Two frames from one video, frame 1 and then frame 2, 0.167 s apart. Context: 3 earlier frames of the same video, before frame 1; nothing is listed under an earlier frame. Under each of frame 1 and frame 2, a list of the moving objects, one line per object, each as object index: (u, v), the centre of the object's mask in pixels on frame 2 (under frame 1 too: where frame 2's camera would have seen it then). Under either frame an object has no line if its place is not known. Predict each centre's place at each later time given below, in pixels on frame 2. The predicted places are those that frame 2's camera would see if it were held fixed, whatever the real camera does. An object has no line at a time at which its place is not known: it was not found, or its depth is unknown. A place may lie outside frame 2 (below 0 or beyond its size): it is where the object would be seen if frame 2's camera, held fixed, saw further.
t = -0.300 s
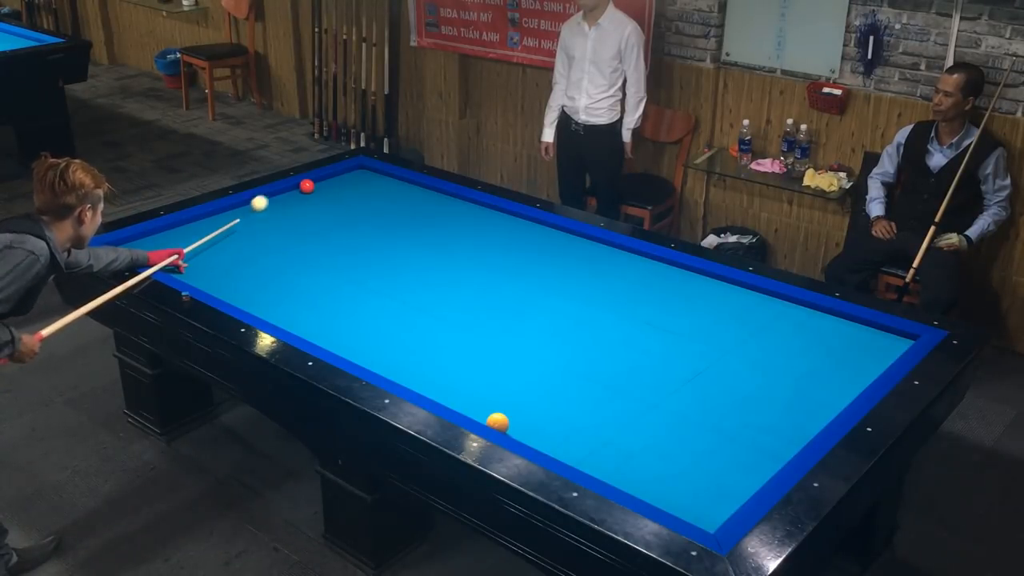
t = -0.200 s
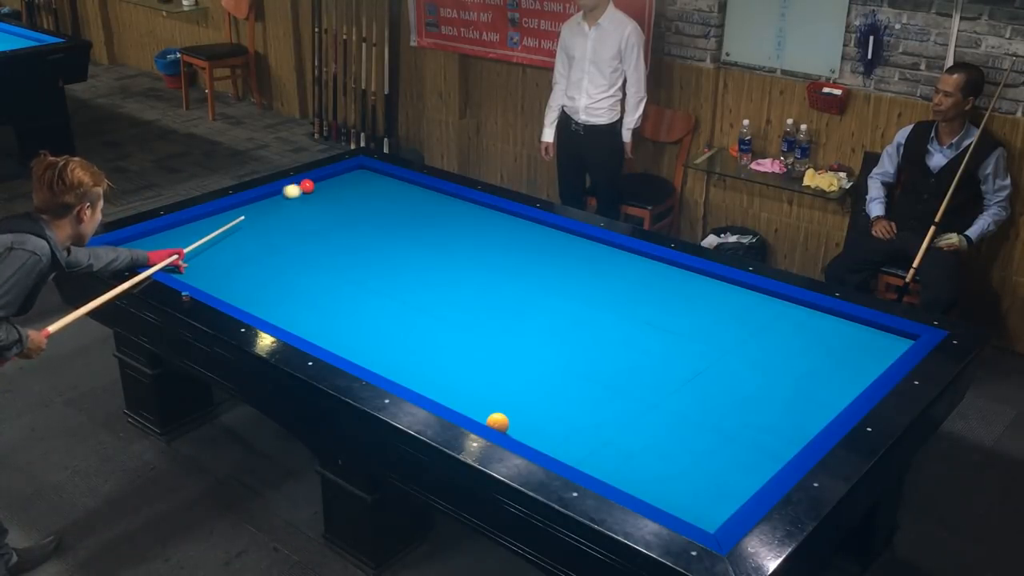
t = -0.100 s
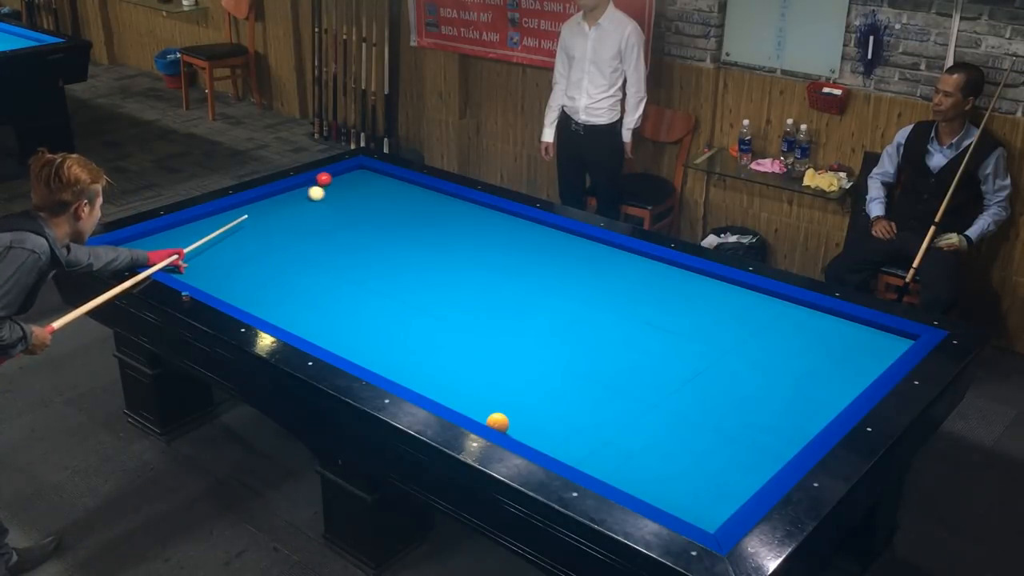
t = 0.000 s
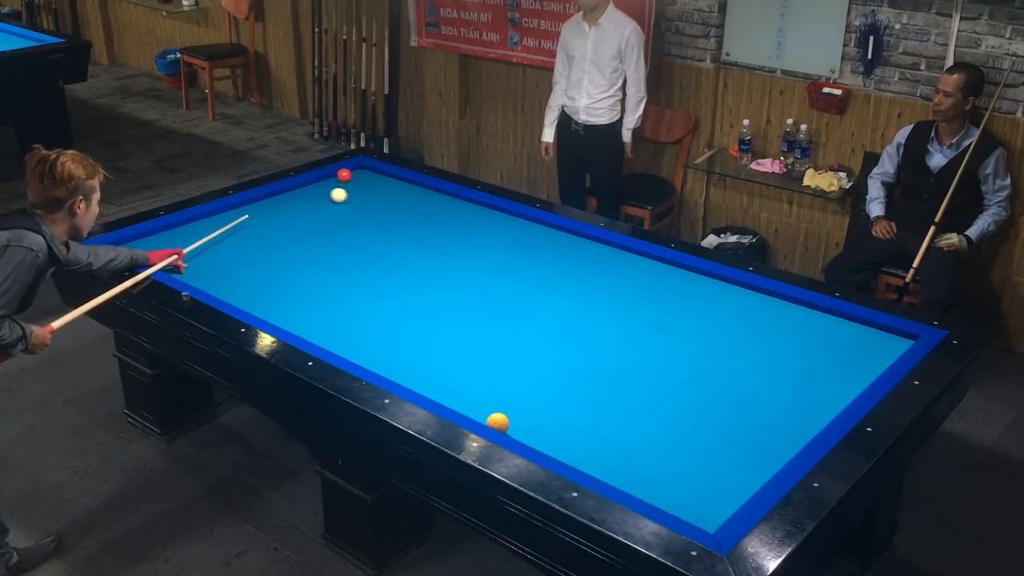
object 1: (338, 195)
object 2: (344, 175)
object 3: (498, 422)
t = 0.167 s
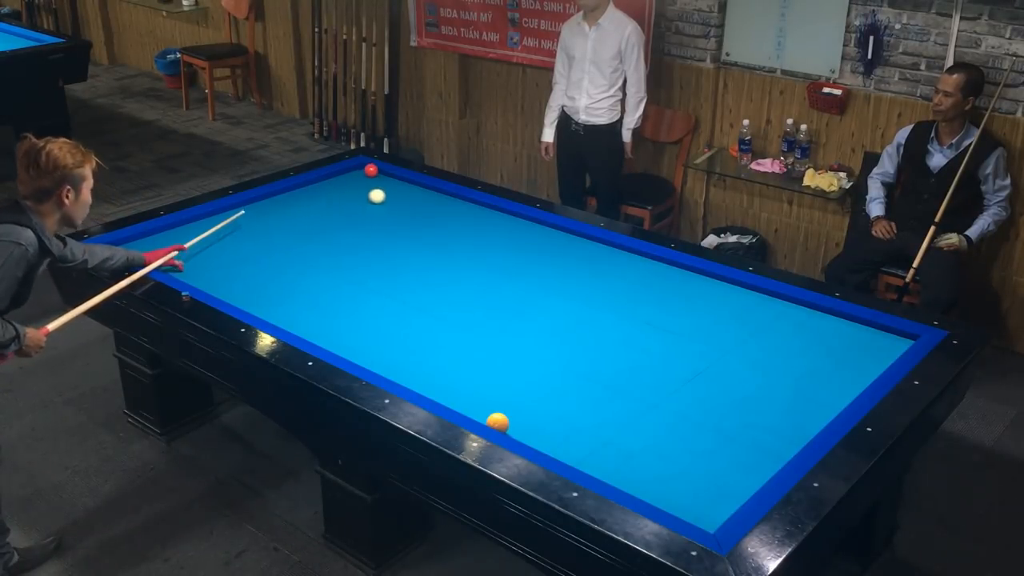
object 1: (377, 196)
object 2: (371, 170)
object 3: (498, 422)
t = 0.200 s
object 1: (384, 196)
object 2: (369, 171)
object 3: (498, 422)
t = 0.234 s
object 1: (392, 196)
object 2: (367, 173)
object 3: (498, 422)
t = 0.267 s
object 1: (400, 196)
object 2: (365, 174)
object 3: (498, 422)
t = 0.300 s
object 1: (407, 197)
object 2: (364, 175)
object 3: (498, 422)
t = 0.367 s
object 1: (422, 197)
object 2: (361, 178)
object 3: (498, 422)
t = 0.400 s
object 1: (430, 197)
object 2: (359, 178)
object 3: (498, 422)
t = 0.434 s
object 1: (437, 197)
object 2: (358, 180)
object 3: (498, 422)
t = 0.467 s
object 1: (445, 198)
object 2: (357, 181)
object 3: (498, 422)
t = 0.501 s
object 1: (453, 198)
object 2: (355, 182)
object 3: (498, 422)
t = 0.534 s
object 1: (460, 198)
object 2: (354, 183)
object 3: (498, 422)
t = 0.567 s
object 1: (464, 201)
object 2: (352, 184)
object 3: (498, 422)
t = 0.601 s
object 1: (467, 203)
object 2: (351, 186)
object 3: (498, 422)
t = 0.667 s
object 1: (475, 208)
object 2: (348, 188)
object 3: (498, 422)
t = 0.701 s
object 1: (479, 210)
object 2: (346, 189)
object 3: (498, 422)
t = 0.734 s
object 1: (483, 213)
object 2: (345, 190)
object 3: (498, 422)
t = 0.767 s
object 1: (487, 215)
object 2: (343, 192)
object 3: (498, 422)
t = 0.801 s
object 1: (491, 217)
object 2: (342, 193)
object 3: (498, 422)
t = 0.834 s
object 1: (495, 220)
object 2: (340, 194)
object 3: (498, 422)
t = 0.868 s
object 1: (499, 223)
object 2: (339, 195)
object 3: (498, 422)
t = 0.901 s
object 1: (503, 225)
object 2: (337, 196)
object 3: (498, 422)
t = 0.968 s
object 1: (512, 230)
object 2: (334, 199)
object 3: (498, 422)
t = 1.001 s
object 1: (516, 233)
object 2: (333, 200)
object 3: (498, 422)
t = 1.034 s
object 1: (520, 236)
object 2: (332, 201)
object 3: (498, 422)
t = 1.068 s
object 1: (524, 238)
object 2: (330, 203)
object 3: (498, 422)
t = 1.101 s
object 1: (529, 241)
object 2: (328, 204)
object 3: (498, 422)
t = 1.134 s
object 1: (533, 243)
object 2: (327, 205)
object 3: (498, 422)
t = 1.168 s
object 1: (538, 246)
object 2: (325, 206)
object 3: (498, 422)
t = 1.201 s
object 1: (543, 249)
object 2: (324, 207)
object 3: (498, 422)
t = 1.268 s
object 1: (552, 255)
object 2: (321, 210)
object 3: (498, 422)
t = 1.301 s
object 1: (557, 258)
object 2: (319, 211)
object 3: (498, 422)
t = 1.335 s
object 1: (561, 260)
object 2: (318, 212)
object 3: (498, 422)
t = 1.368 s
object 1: (566, 264)
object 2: (316, 213)
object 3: (498, 422)
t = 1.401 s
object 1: (571, 267)
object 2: (315, 214)
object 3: (498, 422)
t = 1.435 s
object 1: (576, 269)
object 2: (313, 216)
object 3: (498, 422)
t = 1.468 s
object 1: (581, 273)
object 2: (312, 217)
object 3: (498, 422)
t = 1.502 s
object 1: (586, 276)
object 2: (310, 218)
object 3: (498, 422)
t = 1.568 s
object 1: (596, 282)
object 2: (307, 221)
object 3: (498, 422)
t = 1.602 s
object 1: (601, 285)
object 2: (306, 222)
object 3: (498, 422)
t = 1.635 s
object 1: (606, 288)
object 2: (304, 223)
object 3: (498, 422)
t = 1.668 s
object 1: (612, 291)
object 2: (302, 224)
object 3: (498, 422)
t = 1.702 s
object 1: (617, 294)
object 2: (301, 226)
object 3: (498, 422)
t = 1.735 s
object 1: (622, 298)
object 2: (299, 227)
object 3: (498, 422)
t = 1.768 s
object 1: (628, 301)
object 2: (298, 228)
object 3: (498, 422)
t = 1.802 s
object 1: (633, 304)
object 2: (296, 229)
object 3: (498, 422)
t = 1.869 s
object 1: (645, 311)
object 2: (293, 232)
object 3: (498, 422)
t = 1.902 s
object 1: (651, 314)
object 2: (292, 233)
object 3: (498, 422)
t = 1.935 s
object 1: (656, 318)
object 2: (290, 234)
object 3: (498, 422)
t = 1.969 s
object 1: (662, 322)
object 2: (289, 236)
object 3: (498, 422)
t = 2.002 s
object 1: (668, 325)
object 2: (287, 237)
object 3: (498, 422)
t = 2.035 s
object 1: (674, 329)
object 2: (286, 238)
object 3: (498, 422)
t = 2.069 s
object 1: (680, 333)
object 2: (284, 239)
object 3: (498, 422)
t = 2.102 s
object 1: (686, 336)
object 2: (282, 241)
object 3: (498, 422)
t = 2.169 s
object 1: (699, 344)
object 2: (279, 243)
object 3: (498, 422)
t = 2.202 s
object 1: (705, 348)
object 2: (278, 244)
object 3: (498, 422)
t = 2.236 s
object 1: (711, 351)
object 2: (276, 246)
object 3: (498, 422)
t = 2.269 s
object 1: (718, 355)
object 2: (275, 247)
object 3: (498, 422)
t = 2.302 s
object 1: (725, 359)
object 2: (273, 248)
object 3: (498, 422)
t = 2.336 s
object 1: (731, 363)
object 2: (271, 250)
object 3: (498, 422)
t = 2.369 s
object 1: (738, 367)
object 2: (270, 251)
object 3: (498, 422)
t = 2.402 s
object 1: (745, 371)
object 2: (268, 252)
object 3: (498, 422)
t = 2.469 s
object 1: (759, 380)
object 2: (265, 254)
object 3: (498, 422)
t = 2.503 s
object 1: (766, 384)
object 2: (264, 256)
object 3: (498, 422)
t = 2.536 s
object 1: (773, 388)
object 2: (262, 257)
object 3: (498, 422)
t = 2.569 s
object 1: (780, 393)
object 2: (261, 258)
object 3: (498, 422)
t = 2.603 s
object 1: (788, 397)
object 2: (259, 260)
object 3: (498, 422)
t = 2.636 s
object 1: (795, 402)
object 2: (257, 261)
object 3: (498, 422)
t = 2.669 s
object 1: (803, 406)
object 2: (256, 262)
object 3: (498, 422)
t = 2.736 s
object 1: (818, 415)
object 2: (252, 265)
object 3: (498, 422)
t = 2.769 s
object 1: (817, 417)
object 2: (251, 266)
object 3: (498, 422)
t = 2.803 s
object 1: (809, 417)
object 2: (249, 267)
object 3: (498, 422)
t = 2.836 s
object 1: (800, 417)
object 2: (248, 268)
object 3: (498, 422)
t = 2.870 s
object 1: (793, 418)
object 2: (246, 270)
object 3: (498, 422)
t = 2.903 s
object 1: (786, 418)
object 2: (244, 271)
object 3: (498, 422)
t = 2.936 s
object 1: (778, 418)
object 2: (243, 272)
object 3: (498, 422)
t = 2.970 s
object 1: (771, 419)
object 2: (241, 273)
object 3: (498, 422)
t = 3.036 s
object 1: (757, 419)
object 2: (238, 276)
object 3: (498, 422)
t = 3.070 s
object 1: (749, 420)
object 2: (236, 277)
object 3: (498, 422)
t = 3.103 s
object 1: (742, 420)
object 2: (235, 279)
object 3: (498, 422)
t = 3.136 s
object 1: (735, 420)
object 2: (233, 280)
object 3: (498, 422)
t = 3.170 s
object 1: (728, 420)
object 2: (231, 281)
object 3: (498, 422)
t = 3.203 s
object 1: (721, 421)
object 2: (230, 283)
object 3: (498, 422)
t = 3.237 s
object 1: (714, 421)
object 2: (228, 284)
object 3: (498, 422)
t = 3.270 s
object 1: (707, 422)
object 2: (227, 285)
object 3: (498, 422)
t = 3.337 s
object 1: (693, 422)
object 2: (223, 287)
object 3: (498, 422)
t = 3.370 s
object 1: (686, 423)
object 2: (222, 289)
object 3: (498, 422)
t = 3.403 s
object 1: (679, 423)
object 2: (220, 289)
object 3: (498, 422)
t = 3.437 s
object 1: (672, 423)
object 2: (218, 288)
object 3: (498, 422)
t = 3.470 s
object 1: (665, 424)
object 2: (219, 292)
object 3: (498, 422)
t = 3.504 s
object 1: (658, 424)
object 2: (218, 291)
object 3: (498, 422)
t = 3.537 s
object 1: (651, 424)
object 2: (220, 291)
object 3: (498, 422)
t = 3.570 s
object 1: (644, 425)
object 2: (221, 291)
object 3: (498, 422)
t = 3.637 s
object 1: (630, 425)
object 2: (225, 291)
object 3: (498, 422)
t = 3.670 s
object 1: (623, 426)
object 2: (226, 291)
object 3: (498, 422)
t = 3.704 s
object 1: (617, 426)
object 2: (228, 291)
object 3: (498, 422)
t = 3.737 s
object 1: (610, 426)
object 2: (230, 291)
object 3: (498, 422)
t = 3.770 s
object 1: (603, 427)
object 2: (231, 290)
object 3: (498, 422)
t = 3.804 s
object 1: (596, 427)
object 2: (233, 290)
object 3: (498, 422)
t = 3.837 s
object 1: (589, 428)
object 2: (235, 290)
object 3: (498, 422)
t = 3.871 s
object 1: (582, 428)
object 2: (236, 289)
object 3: (498, 422)
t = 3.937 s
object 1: (569, 429)
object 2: (240, 289)
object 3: (498, 422)
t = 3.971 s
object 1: (562, 429)
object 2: (241, 288)
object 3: (498, 422)
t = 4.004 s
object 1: (556, 429)
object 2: (243, 288)
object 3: (498, 422)
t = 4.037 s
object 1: (549, 430)
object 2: (244, 288)
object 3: (498, 422)
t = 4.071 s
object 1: (542, 430)
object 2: (246, 288)
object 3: (498, 422)
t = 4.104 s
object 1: (536, 430)
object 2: (248, 287)
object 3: (498, 422)
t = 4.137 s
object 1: (529, 430)
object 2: (249, 287)
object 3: (498, 422)
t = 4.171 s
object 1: (523, 430)
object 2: (251, 287)
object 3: (498, 422)
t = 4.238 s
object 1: (515, 430)
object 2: (254, 286)
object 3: (493, 420)
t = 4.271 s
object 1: (515, 429)
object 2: (255, 286)
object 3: (491, 419)
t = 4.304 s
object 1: (515, 429)
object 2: (256, 286)
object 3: (489, 418)
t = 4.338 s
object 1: (515, 428)
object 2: (258, 285)
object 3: (487, 417)
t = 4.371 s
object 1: (515, 427)
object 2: (259, 285)
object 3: (486, 416)
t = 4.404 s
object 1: (515, 426)
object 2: (261, 285)
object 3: (484, 414)
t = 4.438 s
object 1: (515, 425)
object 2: (262, 284)
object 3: (482, 413)
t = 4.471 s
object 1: (515, 423)
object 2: (263, 284)
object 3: (480, 412)
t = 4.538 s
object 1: (516, 421)
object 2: (266, 284)
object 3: (476, 410)
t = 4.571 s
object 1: (516, 420)
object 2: (267, 283)
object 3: (475, 409)
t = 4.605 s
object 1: (516, 418)
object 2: (269, 283)
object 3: (473, 408)
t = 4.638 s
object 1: (516, 417)
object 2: (270, 283)
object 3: (471, 407)
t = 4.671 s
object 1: (516, 416)
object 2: (271, 283)
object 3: (470, 406)
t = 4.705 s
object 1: (517, 414)
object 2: (272, 282)
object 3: (468, 405)
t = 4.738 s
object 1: (517, 413)
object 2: (274, 282)
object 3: (466, 404)
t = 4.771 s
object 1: (517, 412)
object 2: (275, 282)
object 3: (465, 403)
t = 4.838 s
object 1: (517, 410)
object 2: (277, 281)
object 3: (462, 401)
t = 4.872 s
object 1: (517, 409)
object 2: (279, 281)
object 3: (460, 401)
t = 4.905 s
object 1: (518, 407)
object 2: (280, 281)
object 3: (459, 400)
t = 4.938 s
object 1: (518, 406)
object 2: (281, 280)
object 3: (457, 399)
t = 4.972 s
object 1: (518, 405)
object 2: (282, 280)
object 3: (456, 398)
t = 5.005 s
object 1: (518, 404)
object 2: (283, 280)
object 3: (454, 397)
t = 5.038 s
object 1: (518, 403)
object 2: (284, 280)
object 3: (453, 396)
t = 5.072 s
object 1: (518, 402)
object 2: (285, 280)
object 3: (451, 395)
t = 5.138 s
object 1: (519, 400)
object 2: (288, 279)
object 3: (449, 393)
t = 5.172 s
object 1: (519, 398)
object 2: (289, 279)
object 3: (447, 392)
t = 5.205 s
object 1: (519, 398)
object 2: (290, 279)
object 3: (446, 391)
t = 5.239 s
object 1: (519, 396)
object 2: (291, 279)
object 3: (445, 390)
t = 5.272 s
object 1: (519, 396)
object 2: (292, 279)
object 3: (443, 389)
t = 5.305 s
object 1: (519, 394)
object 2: (293, 278)
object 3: (442, 388)
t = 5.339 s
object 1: (519, 393)
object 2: (294, 278)
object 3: (440, 387)
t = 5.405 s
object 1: (519, 391)
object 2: (295, 278)
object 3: (438, 386)
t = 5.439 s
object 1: (520, 390)
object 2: (296, 278)
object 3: (437, 385)
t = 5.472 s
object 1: (520, 389)
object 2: (297, 277)
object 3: (436, 384)
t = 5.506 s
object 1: (520, 389)
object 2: (298, 277)
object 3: (434, 383)
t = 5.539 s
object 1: (520, 388)
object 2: (299, 277)
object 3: (433, 382)
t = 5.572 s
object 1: (520, 387)
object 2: (300, 277)
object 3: (432, 381)
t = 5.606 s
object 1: (520, 386)
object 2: (301, 277)
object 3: (431, 380)
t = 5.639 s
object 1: (520, 385)
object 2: (302, 277)
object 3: (430, 379)
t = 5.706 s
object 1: (521, 383)
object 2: (304, 276)
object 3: (428, 378)
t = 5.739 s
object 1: (521, 382)
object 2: (304, 276)
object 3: (426, 377)
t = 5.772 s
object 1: (521, 381)
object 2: (305, 276)
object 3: (425, 376)
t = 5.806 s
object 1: (521, 381)
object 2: (306, 276)
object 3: (424, 376)
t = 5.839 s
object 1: (521, 380)
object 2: (307, 276)
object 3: (423, 375)
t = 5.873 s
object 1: (521, 379)
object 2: (308, 275)
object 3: (422, 374)
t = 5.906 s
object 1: (522, 379)
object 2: (309, 276)
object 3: (421, 373)
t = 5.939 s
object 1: (522, 378)
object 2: (309, 275)
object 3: (420, 373)
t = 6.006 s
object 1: (522, 376)
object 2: (314, 276)
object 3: (418, 371)
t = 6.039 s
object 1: (522, 375)
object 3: (417, 370)
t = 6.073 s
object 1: (522, 374)
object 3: (416, 369)
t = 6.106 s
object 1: (522, 374)
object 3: (416, 369)
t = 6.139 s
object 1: (522, 373)
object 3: (415, 368)
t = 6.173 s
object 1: (522, 372)
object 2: (309, 274)
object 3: (414, 367)
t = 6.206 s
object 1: (523, 371)
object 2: (315, 274)
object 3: (413, 366)
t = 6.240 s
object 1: (523, 371)
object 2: (316, 274)
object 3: (413, 366)
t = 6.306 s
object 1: (523, 369)
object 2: (317, 274)
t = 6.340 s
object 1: (523, 369)
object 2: (318, 274)
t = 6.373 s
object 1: (523, 368)
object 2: (318, 274)
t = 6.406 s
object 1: (524, 367)
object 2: (319, 273)
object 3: (405, 358)
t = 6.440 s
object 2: (320, 273)
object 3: (407, 361)
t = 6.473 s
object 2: (320, 273)
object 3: (407, 361)
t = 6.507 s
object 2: (321, 273)
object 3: (406, 361)
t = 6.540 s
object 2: (321, 273)
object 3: (405, 360)
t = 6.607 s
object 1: (524, 358)
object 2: (322, 273)
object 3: (404, 359)
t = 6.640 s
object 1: (524, 360)
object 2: (323, 273)
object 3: (403, 358)
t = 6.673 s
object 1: (524, 362)
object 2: (323, 273)
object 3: (403, 358)
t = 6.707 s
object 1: (525, 361)
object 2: (324, 273)
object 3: (402, 357)
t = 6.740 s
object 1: (525, 361)
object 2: (324, 273)
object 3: (401, 357)
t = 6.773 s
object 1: (525, 360)
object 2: (325, 273)
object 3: (400, 356)
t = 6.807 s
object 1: (525, 360)
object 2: (325, 273)
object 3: (400, 356)
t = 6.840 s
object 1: (525, 359)
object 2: (326, 273)
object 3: (399, 355)
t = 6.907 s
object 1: (525, 358)
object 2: (327, 273)
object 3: (398, 354)
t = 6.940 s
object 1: (525, 357)
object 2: (327, 273)
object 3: (397, 353)
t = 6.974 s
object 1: (525, 357)
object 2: (327, 273)
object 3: (397, 353)
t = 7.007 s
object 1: (525, 357)
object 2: (328, 273)
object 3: (396, 352)
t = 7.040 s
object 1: (525, 356)
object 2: (328, 273)
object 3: (396, 352)
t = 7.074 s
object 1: (525, 356)
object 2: (328, 273)
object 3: (395, 351)
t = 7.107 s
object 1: (526, 355)
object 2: (329, 273)
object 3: (394, 351)
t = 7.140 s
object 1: (526, 354)
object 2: (329, 273)
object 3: (394, 351)
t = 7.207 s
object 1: (526, 353)
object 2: (330, 273)
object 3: (393, 350)
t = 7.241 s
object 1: (526, 353)
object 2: (330, 273)
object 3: (393, 349)
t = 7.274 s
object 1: (526, 353)
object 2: (330, 273)
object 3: (392, 349)
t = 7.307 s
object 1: (526, 352)
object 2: (331, 273)
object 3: (392, 348)
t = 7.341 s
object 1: (526, 351)
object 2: (331, 273)
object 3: (391, 348)
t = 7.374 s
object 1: (526, 351)
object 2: (331, 273)
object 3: (391, 347)
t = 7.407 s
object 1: (526, 351)
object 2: (331, 273)
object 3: (390, 347)
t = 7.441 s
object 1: (527, 350)
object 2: (331, 273)
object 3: (390, 347)
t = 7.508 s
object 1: (526, 350)
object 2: (332, 273)
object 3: (389, 346)
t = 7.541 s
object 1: (527, 350)
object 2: (332, 273)
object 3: (389, 345)
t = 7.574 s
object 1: (527, 349)
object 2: (332, 273)
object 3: (388, 345)
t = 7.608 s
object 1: (527, 348)
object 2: (332, 273)
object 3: (388, 345)
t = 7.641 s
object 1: (527, 348)
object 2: (332, 273)
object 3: (388, 344)
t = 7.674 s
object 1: (527, 348)
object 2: (332, 273)
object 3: (387, 344)
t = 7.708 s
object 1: (527, 348)
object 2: (332, 273)
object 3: (387, 344)
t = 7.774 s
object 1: (527, 347)
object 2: (332, 273)
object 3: (386, 343)
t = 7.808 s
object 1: (527, 347)
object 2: (332, 273)
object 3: (386, 343)
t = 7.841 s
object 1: (527, 346)
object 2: (332, 273)
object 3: (386, 342)
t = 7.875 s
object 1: (527, 346)
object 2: (332, 273)
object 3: (385, 342)
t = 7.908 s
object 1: (527, 346)
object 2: (332, 273)
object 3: (385, 342)
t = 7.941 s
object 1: (527, 345)
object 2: (332, 273)
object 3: (385, 341)
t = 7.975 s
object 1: (527, 345)
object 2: (332, 273)
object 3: (385, 341)
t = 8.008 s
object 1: (527, 345)
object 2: (332, 273)
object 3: (385, 341)
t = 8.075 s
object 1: (527, 345)
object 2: (332, 273)
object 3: (384, 340)
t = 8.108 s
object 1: (527, 344)
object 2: (332, 273)
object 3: (384, 340)
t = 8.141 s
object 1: (527, 344)
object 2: (332, 273)
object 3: (384, 340)
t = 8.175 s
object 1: (527, 344)
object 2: (332, 273)
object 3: (384, 339)
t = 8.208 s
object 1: (527, 344)
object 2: (332, 273)
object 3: (383, 339)
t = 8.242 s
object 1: (527, 344)
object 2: (332, 273)
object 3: (383, 339)
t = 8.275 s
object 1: (527, 343)
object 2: (332, 273)
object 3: (383, 339)
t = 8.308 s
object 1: (527, 343)
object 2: (332, 273)
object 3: (383, 338)
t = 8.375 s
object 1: (528, 343)
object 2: (332, 273)
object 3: (383, 338)
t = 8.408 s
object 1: (528, 343)
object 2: (332, 273)
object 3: (383, 338)
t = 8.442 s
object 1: (528, 342)
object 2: (332, 273)
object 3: (382, 338)
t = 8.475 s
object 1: (528, 343)
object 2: (332, 273)
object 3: (382, 338)
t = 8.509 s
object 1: (527, 343)
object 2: (332, 273)
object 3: (382, 337)
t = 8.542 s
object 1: (528, 342)
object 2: (332, 273)
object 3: (382, 337)
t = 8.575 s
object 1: (528, 342)
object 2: (332, 273)
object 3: (382, 337)
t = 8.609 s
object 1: (528, 342)
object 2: (332, 273)
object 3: (382, 337)
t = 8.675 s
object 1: (528, 342)
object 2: (332, 273)
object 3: (382, 337)
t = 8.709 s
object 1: (528, 342)
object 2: (332, 273)
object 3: (382, 337)
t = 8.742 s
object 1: (528, 342)
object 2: (332, 273)
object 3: (382, 336)
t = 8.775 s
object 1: (528, 342)
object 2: (332, 273)
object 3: (382, 336)
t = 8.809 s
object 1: (528, 342)
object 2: (332, 273)
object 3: (381, 336)
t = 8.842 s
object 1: (528, 342)
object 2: (332, 273)
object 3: (382, 336)
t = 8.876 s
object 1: (528, 342)
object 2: (332, 273)
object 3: (381, 336)
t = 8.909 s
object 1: (528, 342)
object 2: (332, 273)
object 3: (382, 336)
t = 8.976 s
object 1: (527, 342)
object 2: (332, 273)
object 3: (382, 336)
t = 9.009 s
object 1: (527, 342)
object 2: (332, 273)
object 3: (382, 336)
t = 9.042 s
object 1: (528, 342)
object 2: (332, 273)
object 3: (382, 336)
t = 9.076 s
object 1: (528, 342)
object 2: (332, 273)
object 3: (382, 336)
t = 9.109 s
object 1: (528, 342)
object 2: (332, 273)
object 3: (382, 336)
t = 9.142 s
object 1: (528, 342)
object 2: (332, 273)
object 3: (382, 336)
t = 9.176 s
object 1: (528, 342)
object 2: (332, 273)
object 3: (382, 336)
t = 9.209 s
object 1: (527, 342)
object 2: (332, 273)
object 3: (382, 336)
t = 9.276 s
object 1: (527, 342)
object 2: (332, 273)
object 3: (382, 336)
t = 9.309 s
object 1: (527, 342)
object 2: (332, 273)
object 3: (382, 336)
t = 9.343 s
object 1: (527, 342)
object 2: (332, 273)
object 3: (382, 336)
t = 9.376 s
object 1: (528, 342)
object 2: (332, 273)
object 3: (382, 336)
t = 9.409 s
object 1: (528, 342)
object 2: (332, 273)
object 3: (382, 336)
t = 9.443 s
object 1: (528, 342)
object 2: (332, 273)
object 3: (382, 336)
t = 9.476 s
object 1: (528, 342)
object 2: (332, 273)
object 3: (382, 336)
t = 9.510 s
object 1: (527, 342)
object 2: (332, 273)
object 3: (382, 336)
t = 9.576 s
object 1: (527, 342)
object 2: (332, 273)
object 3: (382, 336)
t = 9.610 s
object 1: (528, 342)
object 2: (332, 273)
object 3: (382, 336)
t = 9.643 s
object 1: (528, 342)
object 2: (332, 273)
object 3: (382, 336)
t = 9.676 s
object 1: (527, 342)
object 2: (332, 273)
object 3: (382, 336)
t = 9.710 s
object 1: (528, 342)
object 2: (332, 273)
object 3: (382, 336)
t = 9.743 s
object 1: (528, 342)
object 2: (332, 273)
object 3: (382, 336)
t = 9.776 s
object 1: (527, 342)
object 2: (332, 273)
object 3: (382, 336)
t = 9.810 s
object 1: (527, 342)
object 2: (332, 273)
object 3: (382, 336)
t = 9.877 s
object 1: (528, 342)
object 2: (332, 273)
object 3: (382, 336)
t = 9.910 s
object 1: (527, 342)
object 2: (332, 273)
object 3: (382, 336)
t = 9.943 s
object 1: (527, 342)
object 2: (332, 273)
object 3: (382, 336)
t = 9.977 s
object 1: (527, 342)
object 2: (332, 273)
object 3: (382, 336)
